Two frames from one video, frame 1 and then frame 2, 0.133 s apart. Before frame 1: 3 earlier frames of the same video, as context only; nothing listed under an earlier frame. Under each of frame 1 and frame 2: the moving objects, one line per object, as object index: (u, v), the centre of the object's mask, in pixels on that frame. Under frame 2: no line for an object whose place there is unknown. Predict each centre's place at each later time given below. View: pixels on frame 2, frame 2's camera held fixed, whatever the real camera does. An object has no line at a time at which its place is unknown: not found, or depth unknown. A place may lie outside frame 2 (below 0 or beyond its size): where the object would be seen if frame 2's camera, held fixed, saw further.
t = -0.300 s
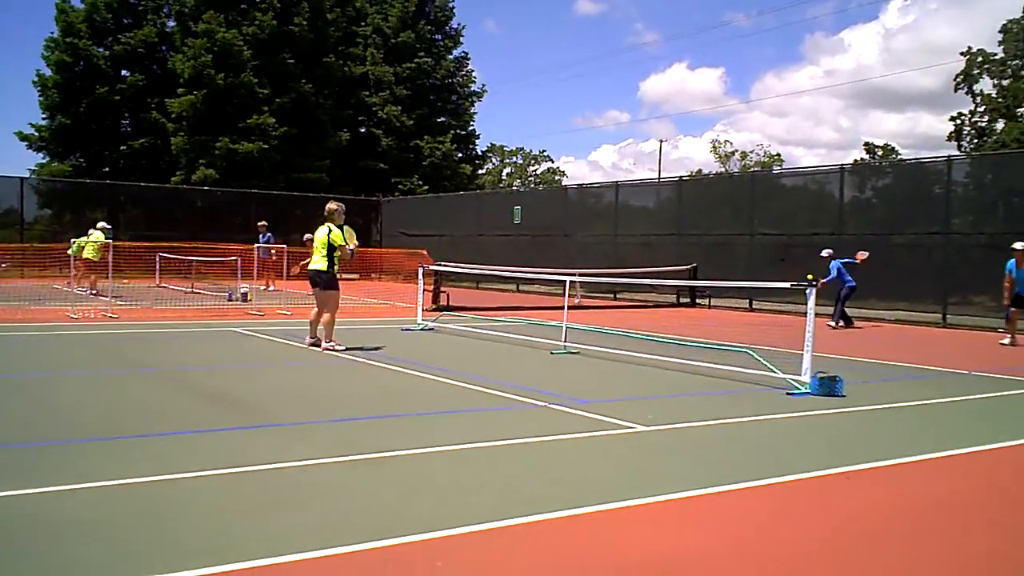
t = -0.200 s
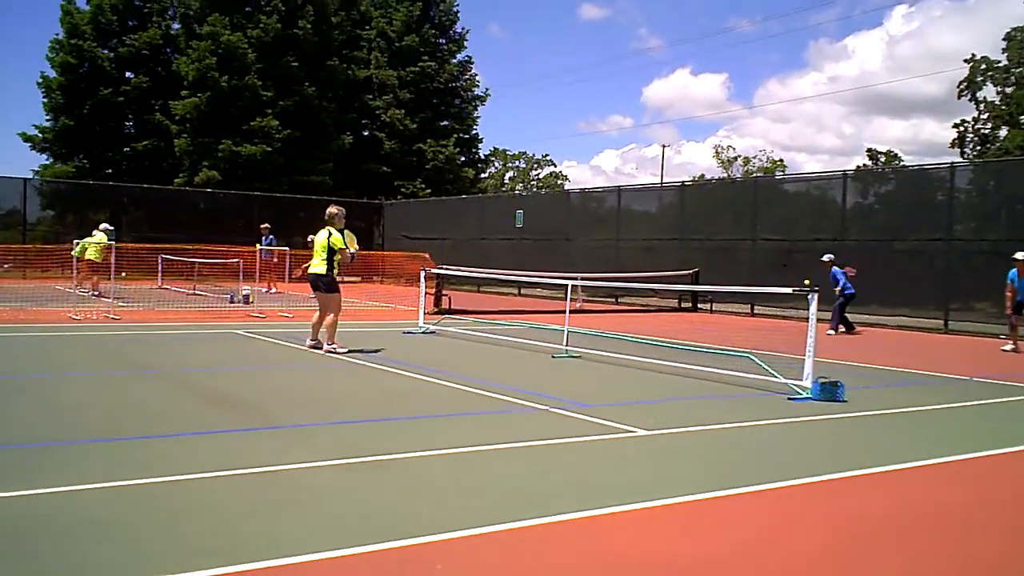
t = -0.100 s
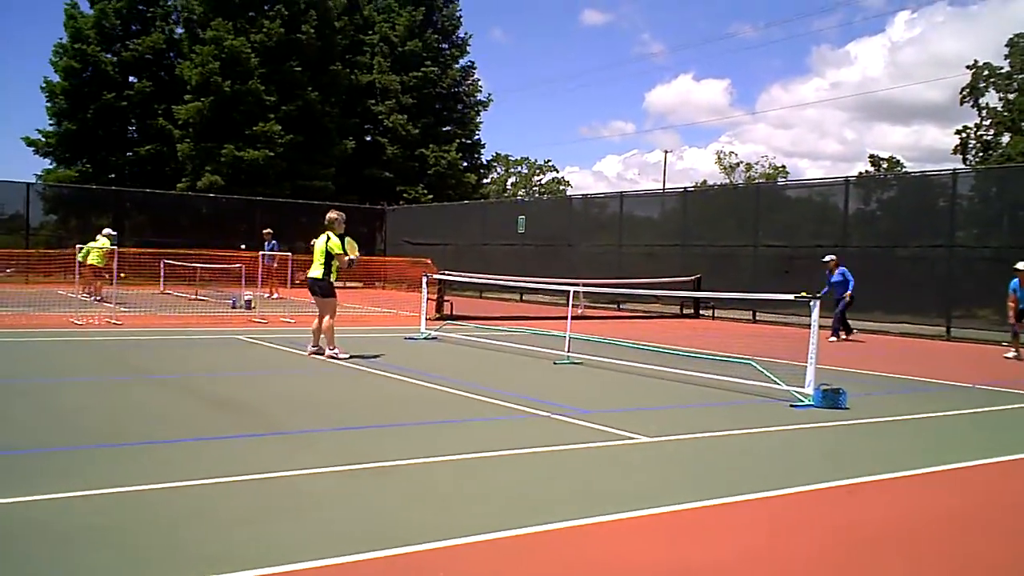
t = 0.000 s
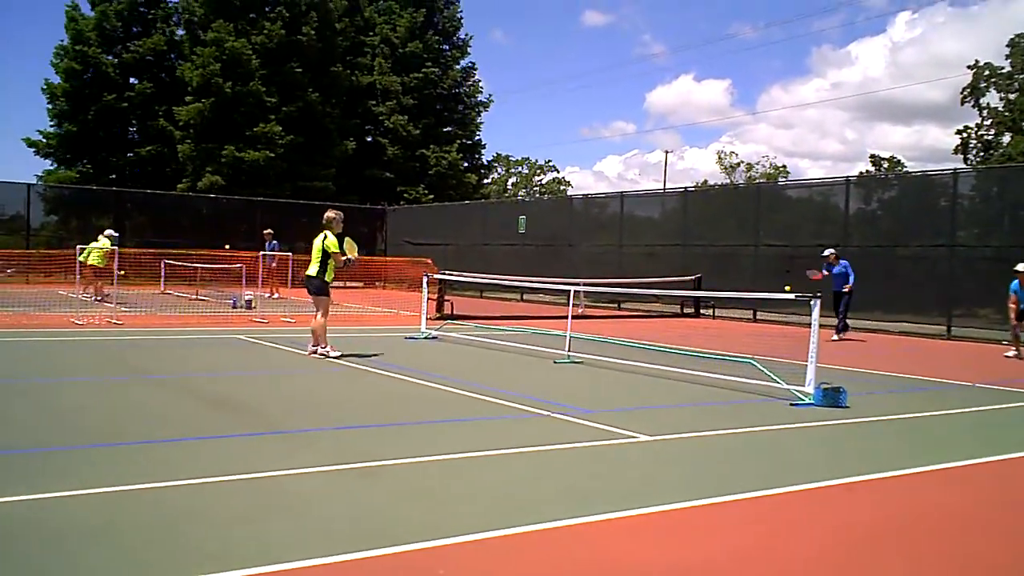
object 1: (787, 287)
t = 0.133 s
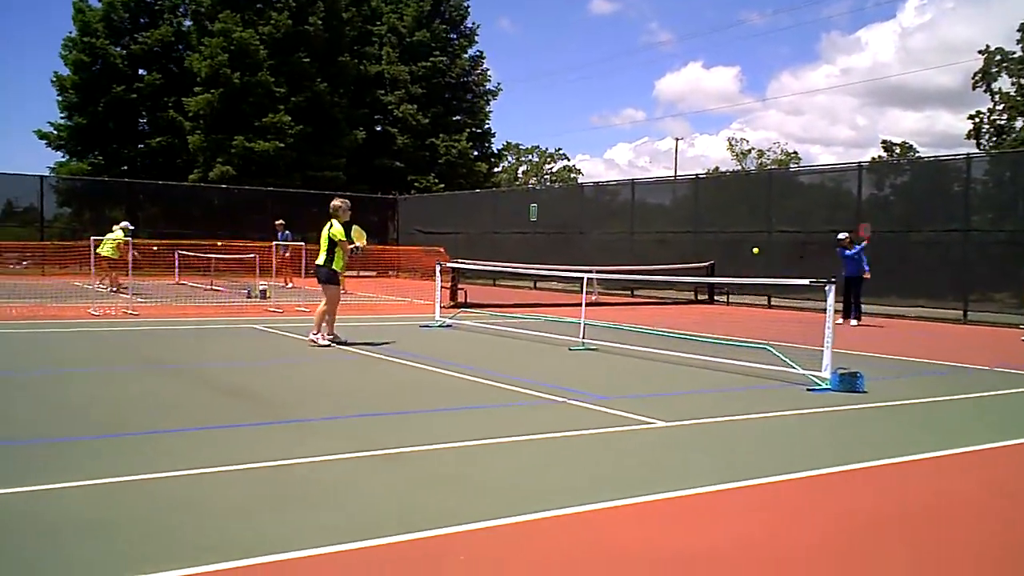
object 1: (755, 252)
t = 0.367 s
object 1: (661, 243)
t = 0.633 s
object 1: (516, 317)
